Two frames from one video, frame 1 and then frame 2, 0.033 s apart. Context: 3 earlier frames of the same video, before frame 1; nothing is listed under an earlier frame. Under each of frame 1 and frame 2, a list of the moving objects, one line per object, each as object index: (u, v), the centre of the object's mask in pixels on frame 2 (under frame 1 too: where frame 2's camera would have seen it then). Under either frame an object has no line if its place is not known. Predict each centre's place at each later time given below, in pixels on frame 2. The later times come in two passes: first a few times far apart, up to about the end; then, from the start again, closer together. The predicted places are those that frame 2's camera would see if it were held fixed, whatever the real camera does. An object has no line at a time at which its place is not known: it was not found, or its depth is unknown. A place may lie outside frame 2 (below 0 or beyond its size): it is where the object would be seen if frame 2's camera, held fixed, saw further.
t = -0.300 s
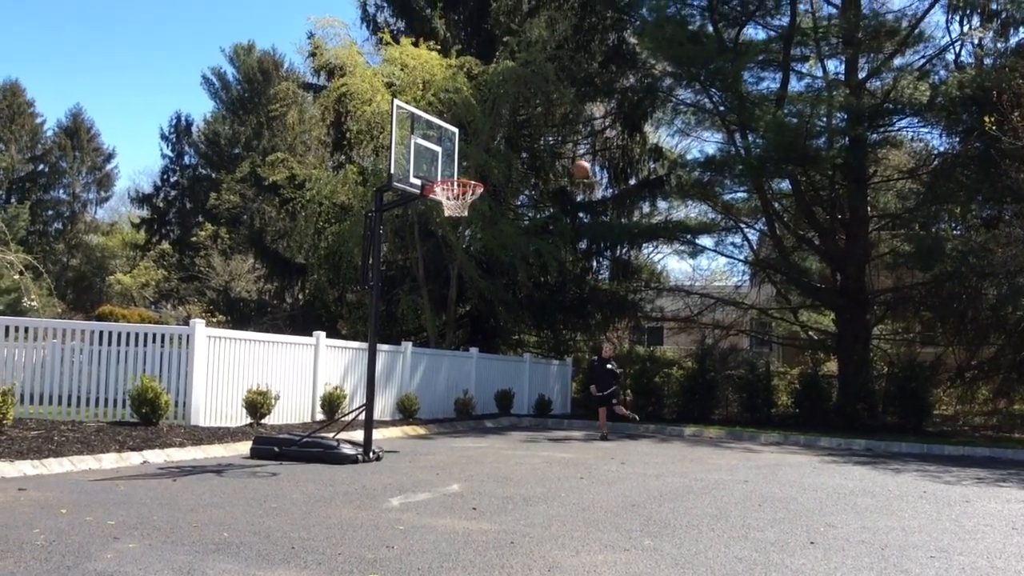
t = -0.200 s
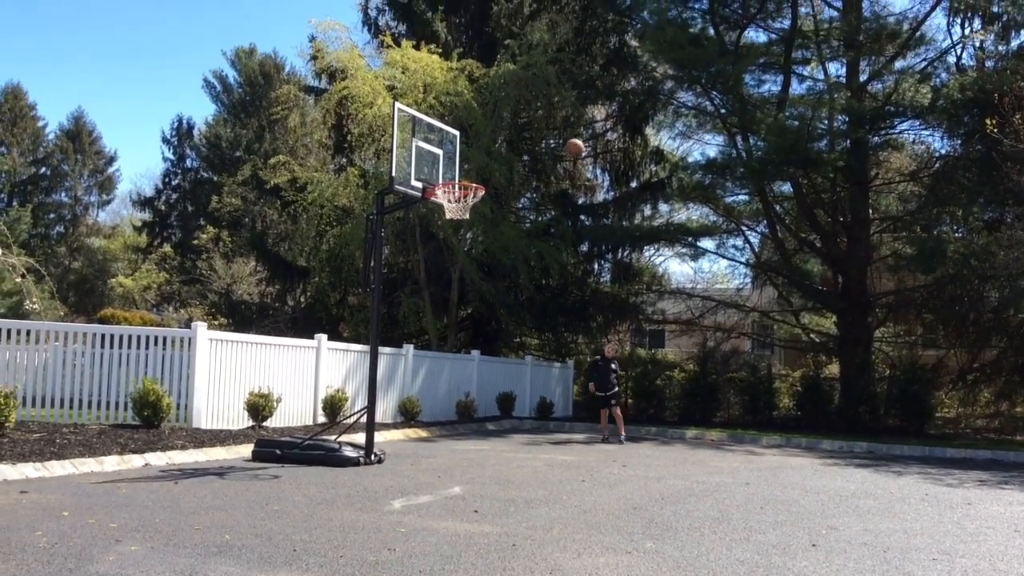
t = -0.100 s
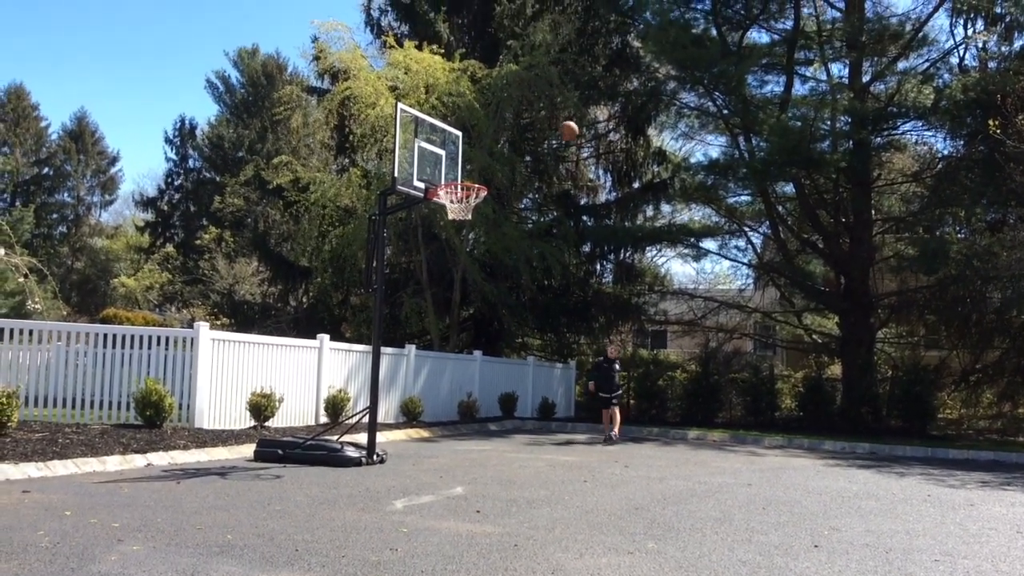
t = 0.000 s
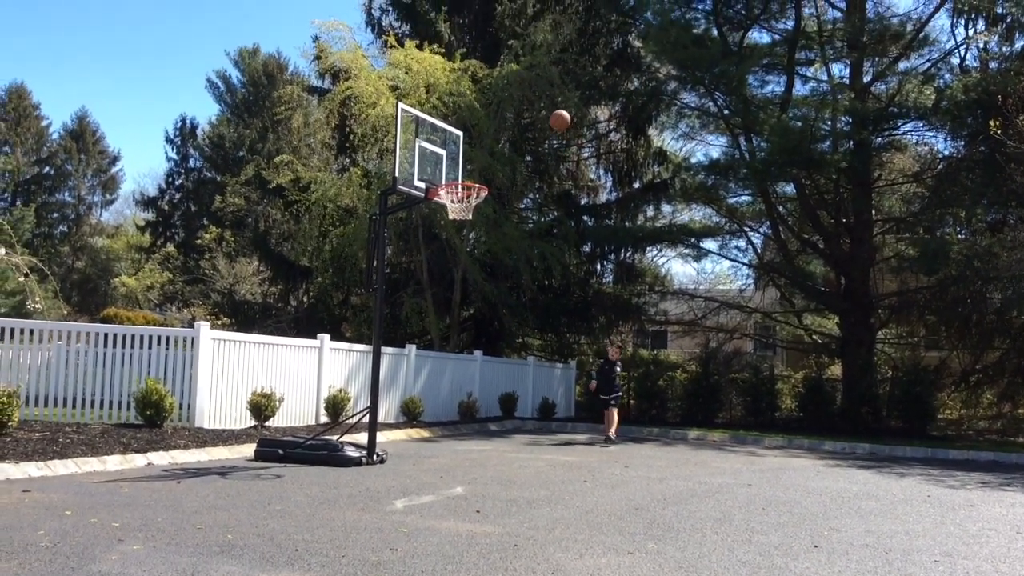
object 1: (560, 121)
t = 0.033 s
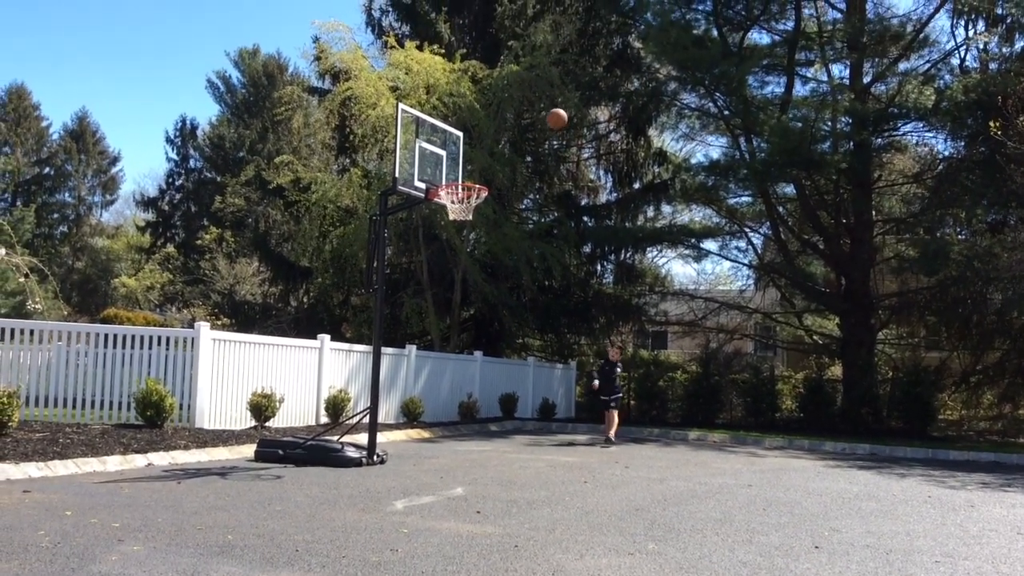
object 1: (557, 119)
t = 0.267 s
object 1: (531, 132)
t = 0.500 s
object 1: (500, 203)
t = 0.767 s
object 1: (452, 376)
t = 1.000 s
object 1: (426, 378)
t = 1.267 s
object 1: (419, 221)
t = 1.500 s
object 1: (410, 142)
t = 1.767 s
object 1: (396, 137)
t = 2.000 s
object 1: (381, 219)
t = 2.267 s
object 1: (361, 447)
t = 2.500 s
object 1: (348, 381)
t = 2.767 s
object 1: (334, 215)
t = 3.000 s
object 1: (318, 165)
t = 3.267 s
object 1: (291, 250)
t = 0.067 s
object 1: (553, 118)
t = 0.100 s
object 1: (550, 118)
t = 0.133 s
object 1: (546, 119)
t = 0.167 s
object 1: (543, 120)
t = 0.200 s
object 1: (539, 123)
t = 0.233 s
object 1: (535, 127)
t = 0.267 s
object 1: (531, 132)
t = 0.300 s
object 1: (527, 139)
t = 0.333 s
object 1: (523, 146)
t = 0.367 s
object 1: (519, 154)
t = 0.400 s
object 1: (515, 165)
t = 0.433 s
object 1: (510, 176)
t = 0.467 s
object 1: (505, 189)
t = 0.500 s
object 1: (500, 203)
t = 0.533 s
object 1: (495, 219)
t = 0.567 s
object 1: (489, 236)
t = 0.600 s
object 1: (484, 254)
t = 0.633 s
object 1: (478, 275)
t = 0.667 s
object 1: (472, 297)
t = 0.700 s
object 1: (466, 322)
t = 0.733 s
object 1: (459, 348)
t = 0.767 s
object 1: (452, 376)
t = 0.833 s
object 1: (437, 440)
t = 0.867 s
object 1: (428, 476)
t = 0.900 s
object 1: (427, 455)
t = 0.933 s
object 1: (427, 428)
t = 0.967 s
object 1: (428, 403)
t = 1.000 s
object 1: (426, 378)
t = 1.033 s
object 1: (425, 354)
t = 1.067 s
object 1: (425, 332)
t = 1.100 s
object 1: (424, 311)
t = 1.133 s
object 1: (423, 291)
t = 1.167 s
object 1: (422, 272)
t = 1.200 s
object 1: (421, 254)
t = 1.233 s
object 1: (420, 237)
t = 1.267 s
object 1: (419, 221)
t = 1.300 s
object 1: (418, 206)
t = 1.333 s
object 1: (417, 193)
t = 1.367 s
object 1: (416, 181)
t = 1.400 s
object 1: (414, 169)
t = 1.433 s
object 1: (413, 158)
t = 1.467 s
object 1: (411, 150)
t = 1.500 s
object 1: (410, 142)
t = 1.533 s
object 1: (408, 137)
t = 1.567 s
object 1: (406, 132)
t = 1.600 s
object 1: (405, 129)
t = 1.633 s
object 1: (404, 128)
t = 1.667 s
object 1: (402, 127)
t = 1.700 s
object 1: (400, 128)
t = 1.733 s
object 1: (399, 131)
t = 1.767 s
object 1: (396, 137)
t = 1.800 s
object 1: (394, 141)
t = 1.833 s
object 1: (393, 150)
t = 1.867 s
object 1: (390, 159)
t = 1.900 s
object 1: (388, 172)
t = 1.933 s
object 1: (385, 185)
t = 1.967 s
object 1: (384, 201)
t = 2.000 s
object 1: (381, 219)
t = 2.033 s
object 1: (379, 239)
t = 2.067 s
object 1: (376, 261)
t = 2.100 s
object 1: (374, 286)
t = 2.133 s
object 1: (371, 312)
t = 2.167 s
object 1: (369, 341)
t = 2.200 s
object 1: (366, 374)
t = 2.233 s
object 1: (363, 407)
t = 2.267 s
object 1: (361, 447)
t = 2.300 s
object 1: (356, 490)
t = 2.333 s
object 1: (351, 532)
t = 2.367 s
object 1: (351, 500)
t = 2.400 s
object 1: (350, 468)
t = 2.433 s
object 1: (350, 437)
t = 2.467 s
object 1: (349, 408)
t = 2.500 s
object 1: (348, 381)
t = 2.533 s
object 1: (347, 354)
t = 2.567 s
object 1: (345, 329)
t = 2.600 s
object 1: (343, 307)
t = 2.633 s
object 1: (342, 285)
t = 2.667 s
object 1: (340, 265)
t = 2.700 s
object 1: (338, 246)
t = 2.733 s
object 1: (336, 230)
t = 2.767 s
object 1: (334, 215)
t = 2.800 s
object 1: (332, 202)
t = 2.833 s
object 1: (330, 190)
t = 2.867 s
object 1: (327, 181)
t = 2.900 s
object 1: (325, 173)
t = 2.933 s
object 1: (323, 168)
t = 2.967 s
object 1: (320, 166)
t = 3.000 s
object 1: (318, 165)
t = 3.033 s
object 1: (315, 165)
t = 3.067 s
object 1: (312, 168)
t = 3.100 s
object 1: (309, 175)
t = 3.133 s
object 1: (306, 184)
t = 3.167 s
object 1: (302, 195)
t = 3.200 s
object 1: (299, 210)
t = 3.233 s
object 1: (295, 228)
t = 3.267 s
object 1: (291, 250)
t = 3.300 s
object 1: (288, 275)
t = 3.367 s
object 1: (279, 335)
